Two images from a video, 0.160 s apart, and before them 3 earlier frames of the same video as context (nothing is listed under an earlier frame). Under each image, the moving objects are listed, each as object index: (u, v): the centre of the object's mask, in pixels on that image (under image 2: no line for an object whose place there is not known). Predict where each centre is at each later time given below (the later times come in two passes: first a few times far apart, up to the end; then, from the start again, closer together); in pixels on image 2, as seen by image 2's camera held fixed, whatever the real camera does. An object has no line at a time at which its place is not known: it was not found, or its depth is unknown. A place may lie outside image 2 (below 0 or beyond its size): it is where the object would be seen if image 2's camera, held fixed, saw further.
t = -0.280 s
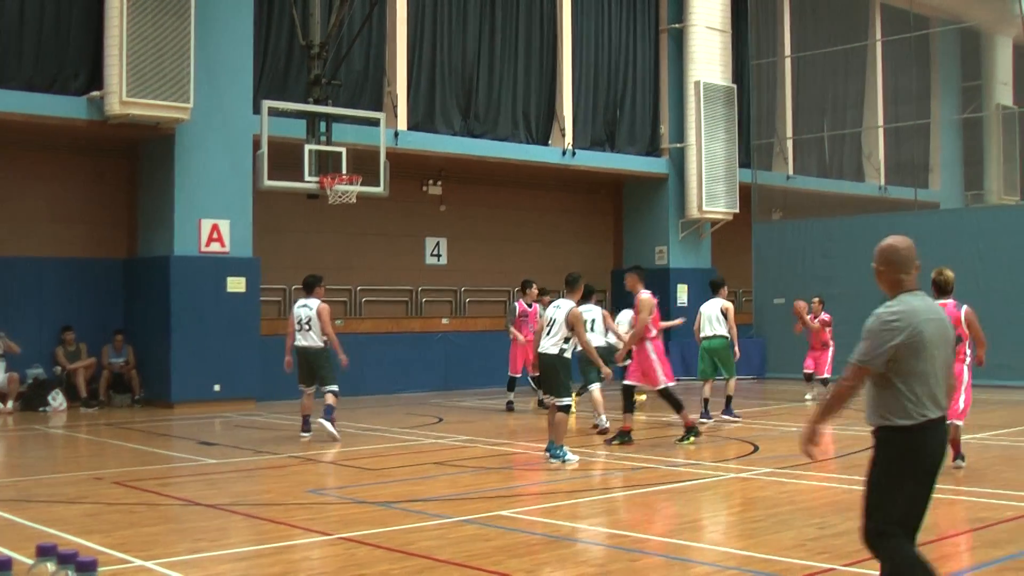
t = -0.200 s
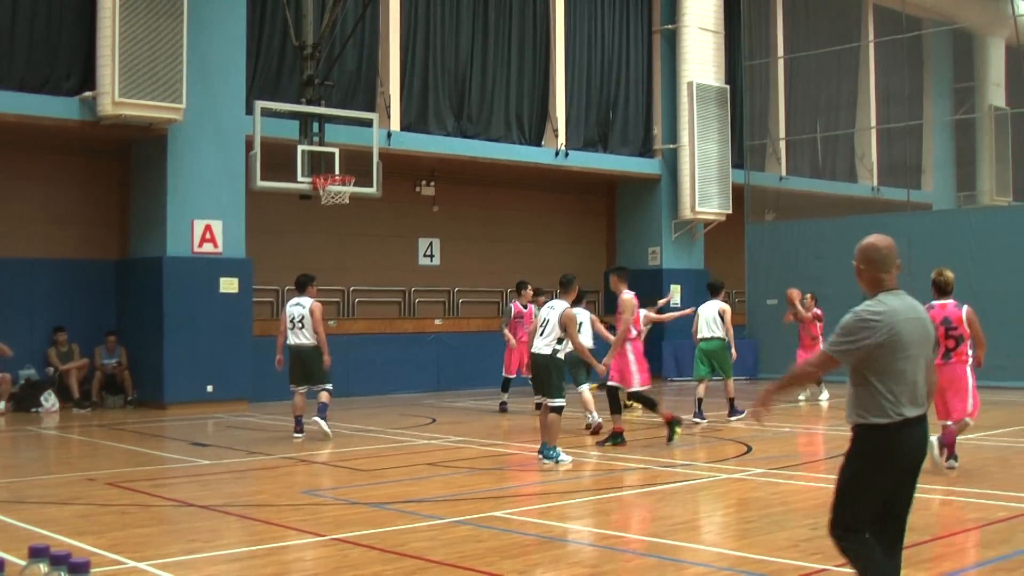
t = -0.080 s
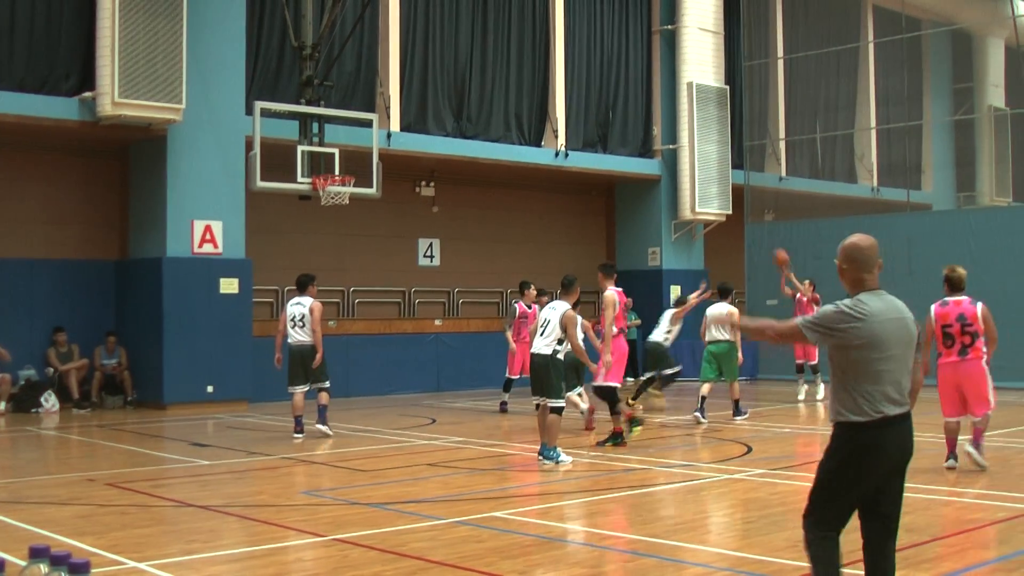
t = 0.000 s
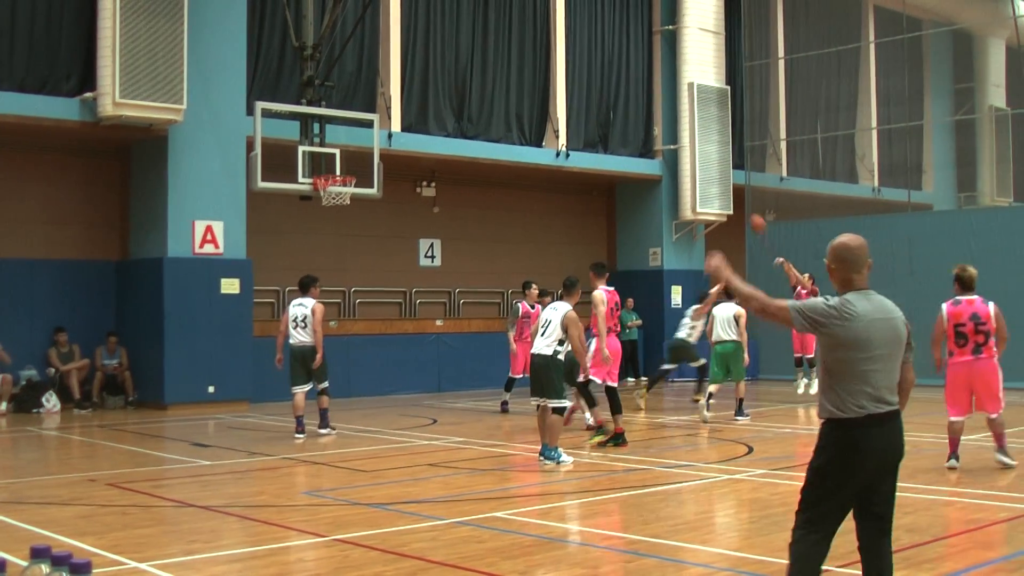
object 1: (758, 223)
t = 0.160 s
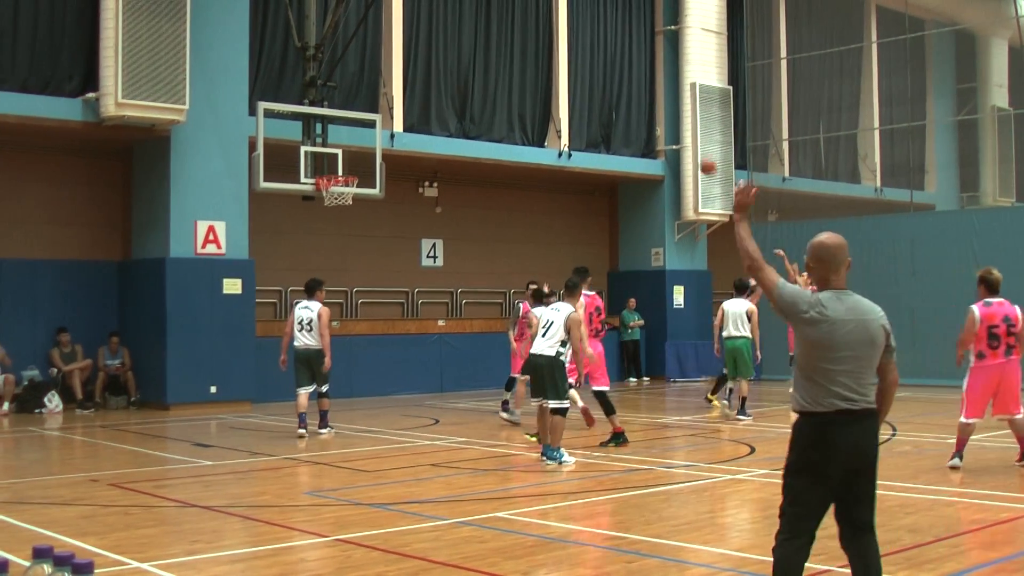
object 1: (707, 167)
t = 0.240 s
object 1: (682, 143)
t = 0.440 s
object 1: (618, 102)
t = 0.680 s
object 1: (538, 87)
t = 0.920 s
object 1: (455, 112)
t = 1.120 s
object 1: (383, 167)
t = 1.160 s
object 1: (367, 180)
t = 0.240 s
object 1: (682, 143)
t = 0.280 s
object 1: (669, 131)
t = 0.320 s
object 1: (655, 123)
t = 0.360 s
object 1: (644, 115)
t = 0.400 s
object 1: (631, 108)
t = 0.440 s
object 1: (618, 102)
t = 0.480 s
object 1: (605, 97)
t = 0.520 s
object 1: (591, 93)
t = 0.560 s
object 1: (579, 90)
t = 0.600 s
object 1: (565, 88)
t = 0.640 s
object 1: (550, 86)
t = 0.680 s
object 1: (538, 87)
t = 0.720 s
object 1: (525, 89)
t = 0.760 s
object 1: (511, 92)
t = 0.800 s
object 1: (496, 94)
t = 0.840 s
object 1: (483, 99)
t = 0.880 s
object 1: (469, 106)
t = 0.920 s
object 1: (455, 112)
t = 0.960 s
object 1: (441, 122)
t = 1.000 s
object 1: (426, 130)
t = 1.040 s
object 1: (411, 142)
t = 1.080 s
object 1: (395, 157)
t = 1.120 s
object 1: (383, 167)
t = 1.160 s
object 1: (367, 180)
